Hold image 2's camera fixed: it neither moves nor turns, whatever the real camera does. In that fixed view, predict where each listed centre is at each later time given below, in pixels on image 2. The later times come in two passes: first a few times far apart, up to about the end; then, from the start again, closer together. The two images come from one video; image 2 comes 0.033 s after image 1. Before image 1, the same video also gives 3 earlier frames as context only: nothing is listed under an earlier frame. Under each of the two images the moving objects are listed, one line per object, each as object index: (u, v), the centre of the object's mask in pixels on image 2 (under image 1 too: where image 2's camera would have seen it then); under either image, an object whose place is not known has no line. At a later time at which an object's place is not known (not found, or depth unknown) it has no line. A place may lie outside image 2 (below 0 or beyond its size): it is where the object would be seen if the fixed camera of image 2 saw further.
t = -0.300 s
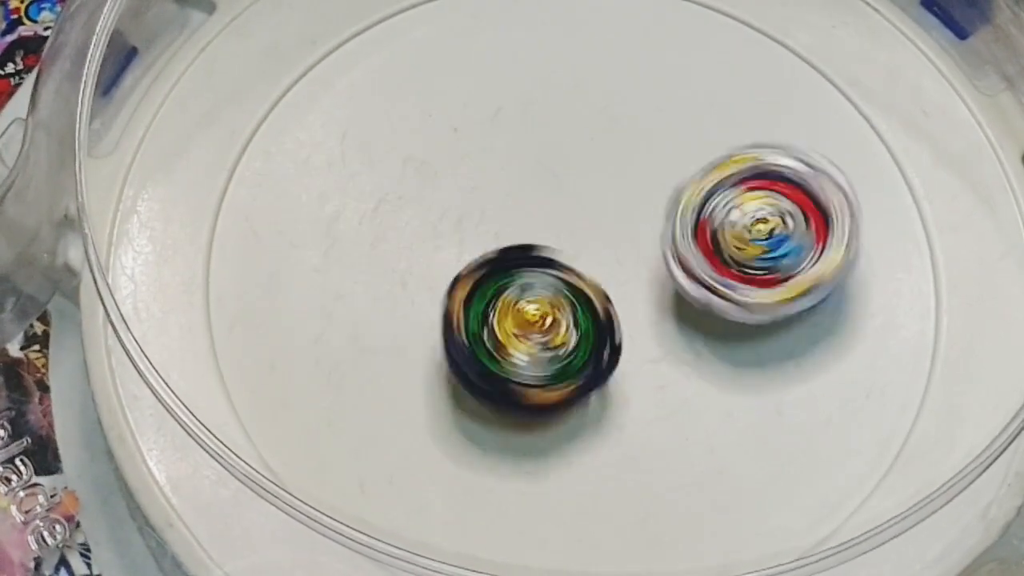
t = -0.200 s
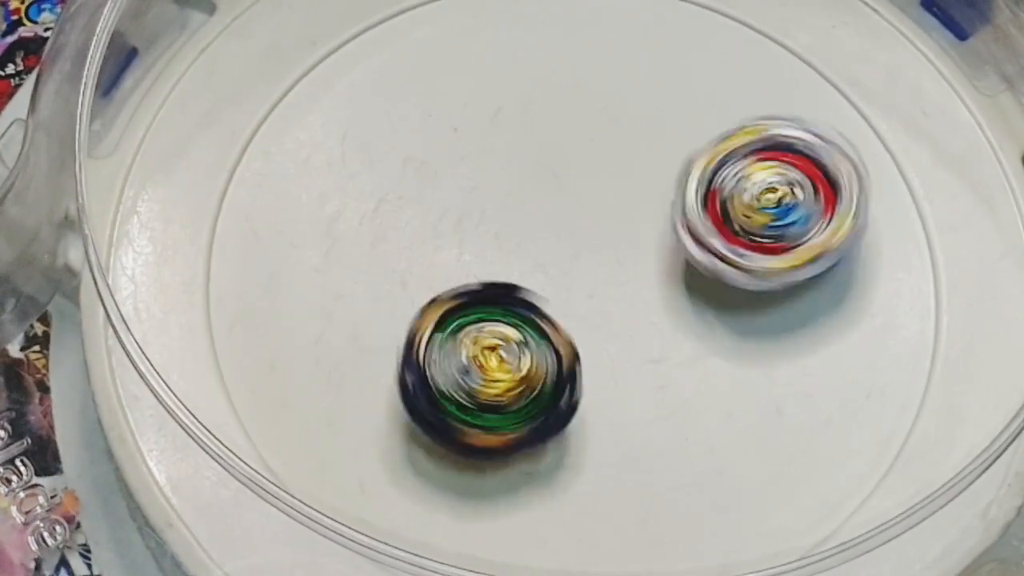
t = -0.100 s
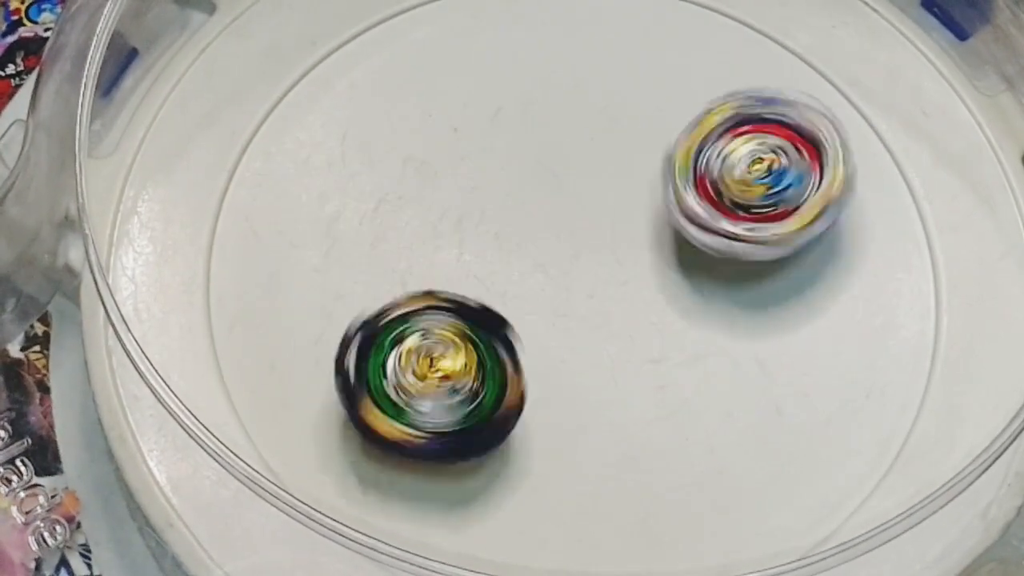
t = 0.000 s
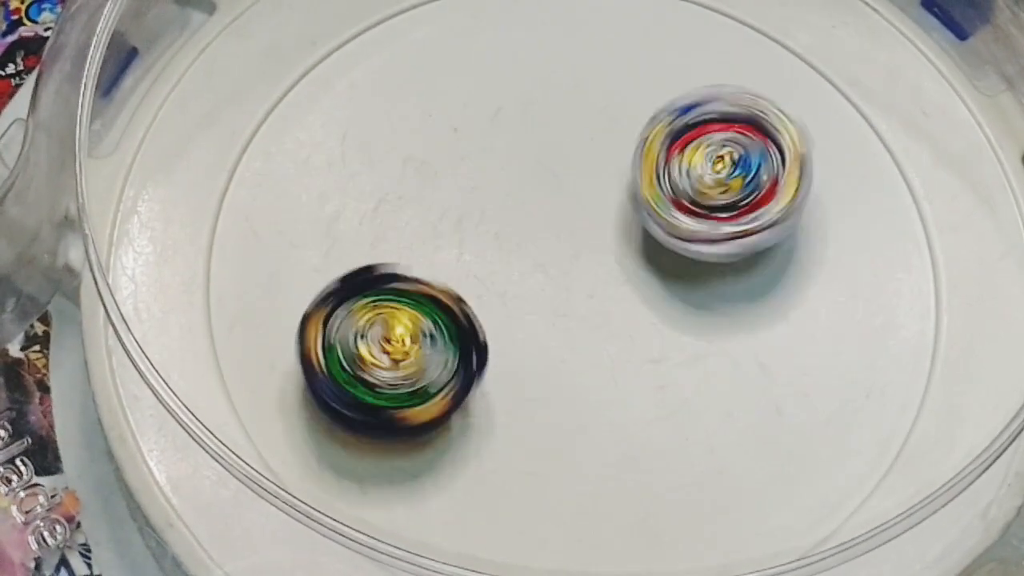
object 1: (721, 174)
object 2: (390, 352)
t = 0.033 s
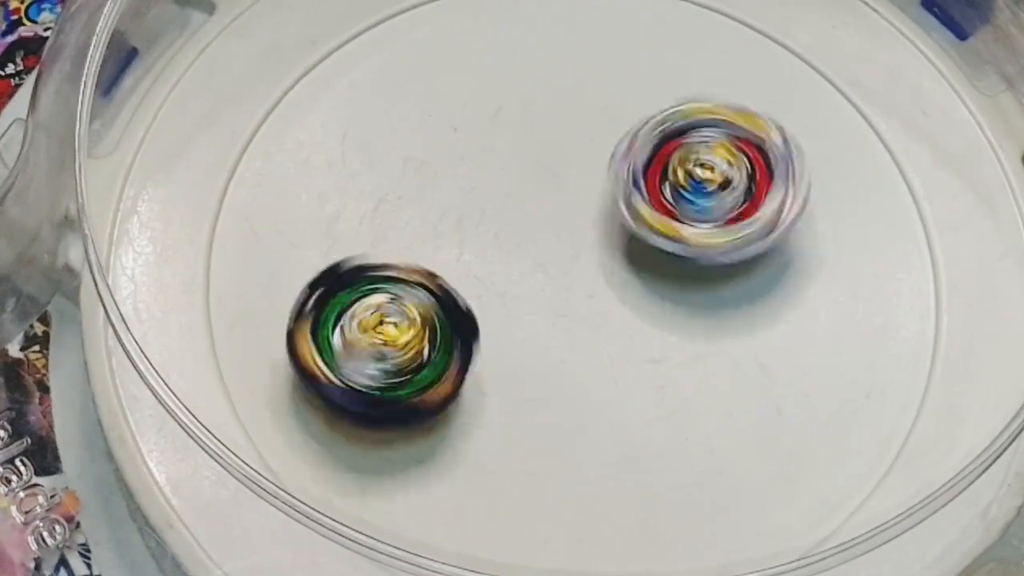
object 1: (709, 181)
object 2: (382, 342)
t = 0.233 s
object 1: (651, 311)
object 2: (419, 278)
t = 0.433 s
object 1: (714, 399)
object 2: (538, 277)
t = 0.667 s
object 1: (862, 290)
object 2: (585, 315)
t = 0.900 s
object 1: (588, 123)
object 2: (602, 355)
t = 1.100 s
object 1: (322, 300)
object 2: (592, 349)
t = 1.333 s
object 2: (582, 321)
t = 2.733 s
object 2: (576, 166)
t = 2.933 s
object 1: (278, 79)
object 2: (554, 237)
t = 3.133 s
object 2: (515, 212)
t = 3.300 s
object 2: (509, 194)
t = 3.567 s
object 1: (805, 41)
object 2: (526, 183)
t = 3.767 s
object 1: (476, 23)
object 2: (540, 204)
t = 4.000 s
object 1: (363, 323)
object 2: (533, 233)
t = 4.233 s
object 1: (785, 444)
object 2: (513, 252)
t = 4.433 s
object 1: (911, 156)
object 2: (517, 251)
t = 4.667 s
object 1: (574, 39)
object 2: (526, 266)
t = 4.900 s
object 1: (344, 284)
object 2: (554, 279)
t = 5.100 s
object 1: (549, 513)
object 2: (569, 292)
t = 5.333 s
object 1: (852, 329)
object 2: (575, 296)
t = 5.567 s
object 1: (606, 88)
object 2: (587, 288)
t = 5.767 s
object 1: (331, 177)
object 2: (600, 282)
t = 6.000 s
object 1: (439, 440)
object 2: (605, 273)
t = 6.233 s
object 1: (773, 336)
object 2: (611, 234)
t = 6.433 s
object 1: (732, 90)
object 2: (596, 213)
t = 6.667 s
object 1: (438, 81)
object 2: (580, 199)
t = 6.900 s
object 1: (472, 341)
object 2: (567, 200)
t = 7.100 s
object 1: (742, 316)
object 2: (554, 202)
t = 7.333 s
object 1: (661, 98)
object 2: (533, 222)
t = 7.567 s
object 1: (446, 109)
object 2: (507, 271)
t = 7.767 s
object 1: (375, 197)
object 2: (515, 348)
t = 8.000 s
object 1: (421, 220)
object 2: (569, 446)
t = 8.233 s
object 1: (538, 159)
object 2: (531, 448)
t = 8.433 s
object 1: (514, 75)
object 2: (554, 391)
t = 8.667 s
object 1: (503, 180)
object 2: (588, 336)
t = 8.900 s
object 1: (569, 124)
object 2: (654, 325)
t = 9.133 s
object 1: (553, 137)
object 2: (681, 273)
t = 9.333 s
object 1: (523, 178)
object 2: (724, 255)
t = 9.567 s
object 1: (550, 252)
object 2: (746, 220)
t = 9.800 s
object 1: (562, 334)
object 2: (741, 195)
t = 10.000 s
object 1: (611, 316)
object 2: (707, 163)
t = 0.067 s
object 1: (692, 194)
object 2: (377, 330)
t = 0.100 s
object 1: (677, 211)
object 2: (377, 316)
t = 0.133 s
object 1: (666, 230)
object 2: (383, 306)
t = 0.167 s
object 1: (660, 259)
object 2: (391, 296)
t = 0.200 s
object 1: (654, 285)
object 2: (402, 285)
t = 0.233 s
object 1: (651, 311)
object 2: (419, 278)
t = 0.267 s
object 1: (656, 334)
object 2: (435, 273)
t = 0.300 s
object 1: (663, 361)
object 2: (453, 270)
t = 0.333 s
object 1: (671, 378)
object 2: (474, 268)
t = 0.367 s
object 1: (680, 392)
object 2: (495, 270)
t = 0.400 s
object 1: (697, 396)
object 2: (515, 272)
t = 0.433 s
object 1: (714, 399)
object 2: (538, 277)
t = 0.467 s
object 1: (726, 395)
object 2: (558, 286)
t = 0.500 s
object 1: (744, 389)
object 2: (574, 294)
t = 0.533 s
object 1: (779, 383)
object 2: (574, 295)
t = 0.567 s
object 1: (817, 369)
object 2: (573, 301)
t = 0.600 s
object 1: (843, 351)
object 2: (576, 304)
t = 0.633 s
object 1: (855, 324)
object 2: (581, 309)
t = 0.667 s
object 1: (862, 290)
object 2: (585, 315)
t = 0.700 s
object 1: (853, 255)
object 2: (593, 322)
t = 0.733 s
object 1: (833, 216)
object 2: (595, 332)
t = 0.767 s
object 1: (806, 183)
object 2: (600, 336)
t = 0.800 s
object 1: (762, 159)
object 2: (603, 343)
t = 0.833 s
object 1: (708, 138)
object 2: (604, 348)
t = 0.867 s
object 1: (651, 126)
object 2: (605, 352)
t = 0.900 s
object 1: (588, 123)
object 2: (602, 355)
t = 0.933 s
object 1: (525, 129)
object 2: (605, 355)
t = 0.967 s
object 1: (470, 143)
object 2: (601, 360)
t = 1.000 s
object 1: (421, 168)
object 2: (599, 357)
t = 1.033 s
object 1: (379, 204)
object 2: (598, 355)
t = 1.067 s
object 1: (344, 249)
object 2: (594, 353)
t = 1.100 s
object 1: (322, 300)
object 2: (592, 349)
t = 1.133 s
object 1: (314, 348)
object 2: (587, 346)
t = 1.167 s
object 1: (324, 400)
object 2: (588, 345)
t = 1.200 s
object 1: (353, 445)
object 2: (584, 339)
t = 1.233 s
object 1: (393, 479)
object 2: (583, 336)
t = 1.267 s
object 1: (445, 506)
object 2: (581, 330)
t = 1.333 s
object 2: (582, 321)
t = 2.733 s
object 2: (576, 166)
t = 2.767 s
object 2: (574, 193)
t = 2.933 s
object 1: (278, 79)
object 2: (554, 237)
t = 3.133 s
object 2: (515, 212)
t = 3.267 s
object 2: (507, 199)
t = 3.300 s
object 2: (509, 194)
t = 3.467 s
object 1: (874, 170)
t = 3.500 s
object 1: (861, 112)
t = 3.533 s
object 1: (836, 70)
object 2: (524, 181)
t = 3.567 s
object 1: (805, 41)
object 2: (526, 183)
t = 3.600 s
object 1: (748, 32)
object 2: (530, 185)
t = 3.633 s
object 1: (704, 19)
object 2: (533, 188)
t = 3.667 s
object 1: (639, 16)
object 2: (536, 194)
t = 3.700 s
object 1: (590, 13)
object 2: (540, 197)
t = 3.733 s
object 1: (525, 18)
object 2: (541, 201)
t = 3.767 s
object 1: (476, 23)
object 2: (540, 204)
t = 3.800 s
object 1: (418, 39)
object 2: (540, 210)
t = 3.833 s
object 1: (380, 58)
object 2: (539, 213)
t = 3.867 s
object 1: (351, 97)
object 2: (537, 217)
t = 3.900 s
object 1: (334, 149)
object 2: (538, 222)
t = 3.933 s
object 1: (327, 207)
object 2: (538, 224)
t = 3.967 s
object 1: (340, 266)
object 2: (535, 229)
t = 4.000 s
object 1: (363, 323)
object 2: (533, 233)
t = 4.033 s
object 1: (404, 369)
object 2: (529, 235)
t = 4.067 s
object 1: (452, 412)
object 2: (526, 241)
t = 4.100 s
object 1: (516, 445)
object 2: (523, 246)
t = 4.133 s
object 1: (585, 467)
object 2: (519, 249)
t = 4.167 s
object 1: (651, 473)
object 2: (517, 250)
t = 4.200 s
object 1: (721, 467)
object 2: (515, 250)
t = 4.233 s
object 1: (785, 444)
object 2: (513, 252)
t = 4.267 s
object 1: (838, 406)
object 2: (515, 251)
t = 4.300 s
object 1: (880, 364)
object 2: (514, 249)
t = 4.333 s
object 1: (911, 314)
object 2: (513, 250)
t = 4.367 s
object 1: (925, 258)
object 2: (516, 252)
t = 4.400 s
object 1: (925, 206)
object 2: (516, 251)
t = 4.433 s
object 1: (911, 156)
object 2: (517, 251)
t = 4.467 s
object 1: (888, 106)
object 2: (518, 253)
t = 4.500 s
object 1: (846, 73)
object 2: (518, 255)
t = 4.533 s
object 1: (800, 54)
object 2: (520, 259)
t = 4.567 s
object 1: (748, 39)
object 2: (522, 259)
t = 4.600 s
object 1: (687, 38)
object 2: (523, 261)
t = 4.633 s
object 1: (626, 37)
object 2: (524, 265)
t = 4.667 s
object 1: (574, 39)
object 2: (526, 266)
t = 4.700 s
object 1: (519, 53)
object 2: (527, 269)
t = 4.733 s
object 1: (474, 69)
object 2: (530, 271)
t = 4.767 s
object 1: (435, 98)
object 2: (532, 272)
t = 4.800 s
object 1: (399, 142)
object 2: (534, 273)
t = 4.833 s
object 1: (375, 188)
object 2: (538, 277)
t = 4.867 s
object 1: (356, 231)
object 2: (547, 277)
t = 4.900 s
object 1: (344, 284)
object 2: (554, 279)
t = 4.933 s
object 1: (346, 337)
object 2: (560, 282)
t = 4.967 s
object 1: (361, 385)
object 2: (564, 283)
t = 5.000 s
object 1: (389, 436)
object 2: (564, 285)
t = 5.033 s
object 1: (435, 471)
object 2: (566, 288)
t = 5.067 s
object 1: (488, 495)
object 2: (568, 290)
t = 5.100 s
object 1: (549, 513)
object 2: (569, 292)
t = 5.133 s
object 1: (611, 517)
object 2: (570, 295)
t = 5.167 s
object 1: (674, 511)
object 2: (572, 295)
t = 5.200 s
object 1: (736, 498)
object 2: (572, 295)
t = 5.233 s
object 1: (789, 472)
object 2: (572, 296)
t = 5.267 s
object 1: (828, 435)
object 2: (573, 297)
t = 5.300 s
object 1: (853, 384)
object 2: (573, 296)
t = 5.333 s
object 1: (852, 329)
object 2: (575, 296)
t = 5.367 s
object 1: (846, 278)
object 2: (577, 295)
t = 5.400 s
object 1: (824, 227)
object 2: (578, 294)
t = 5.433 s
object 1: (792, 190)
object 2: (580, 294)
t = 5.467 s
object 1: (753, 154)
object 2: (581, 292)
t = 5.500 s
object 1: (704, 124)
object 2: (583, 290)
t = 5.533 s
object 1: (657, 104)
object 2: (585, 289)
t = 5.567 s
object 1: (606, 88)
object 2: (587, 288)
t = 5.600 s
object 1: (552, 85)
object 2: (588, 287)
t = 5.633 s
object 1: (503, 88)
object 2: (589, 287)
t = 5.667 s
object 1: (451, 98)
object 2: (592, 286)
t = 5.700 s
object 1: (408, 119)
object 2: (593, 284)
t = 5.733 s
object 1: (364, 142)
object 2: (595, 284)
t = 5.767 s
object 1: (331, 177)
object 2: (600, 282)
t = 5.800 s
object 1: (308, 215)
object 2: (599, 282)
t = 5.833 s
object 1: (295, 259)
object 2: (601, 282)
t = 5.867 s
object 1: (300, 304)
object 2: (603, 281)
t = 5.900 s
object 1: (313, 346)
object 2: (604, 277)
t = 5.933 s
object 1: (345, 386)
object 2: (604, 277)
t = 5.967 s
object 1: (386, 416)
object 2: (606, 276)
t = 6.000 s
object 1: (439, 440)
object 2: (605, 273)
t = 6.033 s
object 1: (496, 447)
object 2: (606, 271)
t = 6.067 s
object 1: (554, 451)
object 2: (609, 269)
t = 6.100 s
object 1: (608, 433)
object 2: (610, 266)
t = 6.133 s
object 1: (662, 427)
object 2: (607, 252)
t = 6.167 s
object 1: (712, 406)
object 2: (607, 243)
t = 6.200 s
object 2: (610, 238)
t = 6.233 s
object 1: (773, 336)
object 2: (611, 234)
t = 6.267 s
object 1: (787, 291)
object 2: (606, 231)
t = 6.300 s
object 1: (802, 251)
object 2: (601, 223)
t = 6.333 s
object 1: (798, 206)
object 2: (600, 218)
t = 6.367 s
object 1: (783, 166)
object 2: (602, 212)
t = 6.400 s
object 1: (761, 125)
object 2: (601, 213)
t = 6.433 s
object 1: (732, 90)
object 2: (596, 213)
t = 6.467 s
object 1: (697, 65)
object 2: (592, 207)
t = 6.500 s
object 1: (650, 56)
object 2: (588, 203)
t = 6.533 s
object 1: (607, 52)
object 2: (586, 198)
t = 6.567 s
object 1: (554, 52)
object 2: (586, 200)
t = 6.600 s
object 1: (513, 55)
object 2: (587, 204)
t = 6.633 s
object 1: (470, 63)
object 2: (584, 200)
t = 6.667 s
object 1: (438, 81)
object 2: (580, 199)
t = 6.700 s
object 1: (410, 112)
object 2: (578, 198)
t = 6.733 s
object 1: (393, 153)
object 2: (577, 200)
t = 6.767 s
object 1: (386, 193)
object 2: (575, 201)
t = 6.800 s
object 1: (389, 239)
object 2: (572, 198)
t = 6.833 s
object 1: (407, 278)
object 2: (570, 197)
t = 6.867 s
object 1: (433, 316)
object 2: (568, 199)
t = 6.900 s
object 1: (472, 341)
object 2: (567, 200)
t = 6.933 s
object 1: (516, 367)
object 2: (564, 199)
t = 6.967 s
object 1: (569, 375)
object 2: (561, 197)
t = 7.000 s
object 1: (619, 381)
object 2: (559, 201)
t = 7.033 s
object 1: (669, 368)
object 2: (557, 205)
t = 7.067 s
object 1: (709, 351)
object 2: (555, 204)
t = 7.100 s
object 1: (742, 316)
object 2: (554, 202)
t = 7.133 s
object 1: (762, 284)
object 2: (551, 205)
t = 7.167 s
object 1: (772, 242)
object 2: (548, 209)
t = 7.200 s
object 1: (767, 207)
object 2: (545, 211)
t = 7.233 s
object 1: (753, 169)
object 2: (545, 211)
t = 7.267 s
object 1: (727, 141)
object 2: (544, 213)
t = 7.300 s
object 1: (694, 115)
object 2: (539, 216)
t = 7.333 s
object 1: (661, 98)
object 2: (533, 222)
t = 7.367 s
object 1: (628, 76)
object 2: (530, 232)
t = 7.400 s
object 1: (596, 73)
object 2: (526, 239)
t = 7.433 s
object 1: (560, 74)
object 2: (521, 240)
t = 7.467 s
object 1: (528, 81)
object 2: (518, 247)
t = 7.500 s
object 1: (492, 83)
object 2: (513, 258)
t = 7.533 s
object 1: (469, 97)
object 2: (507, 263)
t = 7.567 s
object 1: (446, 109)
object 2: (507, 271)
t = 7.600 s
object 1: (427, 112)
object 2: (516, 297)
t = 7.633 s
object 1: (405, 118)
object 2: (524, 316)
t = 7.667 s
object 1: (392, 134)
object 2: (530, 330)
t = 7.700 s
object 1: (379, 151)
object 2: (530, 338)
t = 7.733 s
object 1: (376, 174)
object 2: (522, 341)
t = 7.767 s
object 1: (375, 197)
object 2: (515, 348)
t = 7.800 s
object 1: (385, 216)
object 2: (510, 361)
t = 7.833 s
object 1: (377, 213)
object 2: (533, 390)
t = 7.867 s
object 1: (381, 215)
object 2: (552, 412)
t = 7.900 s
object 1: (383, 220)
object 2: (564, 428)
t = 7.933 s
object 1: (394, 220)
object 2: (571, 436)
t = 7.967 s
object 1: (404, 224)
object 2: (572, 442)
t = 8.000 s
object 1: (421, 220)
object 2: (569, 446)
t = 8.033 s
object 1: (439, 223)
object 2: (566, 452)
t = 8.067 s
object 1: (457, 218)
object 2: (558, 456)
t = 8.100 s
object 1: (480, 213)
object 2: (550, 459)
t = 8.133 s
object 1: (495, 203)
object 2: (543, 461)
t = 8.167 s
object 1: (514, 190)
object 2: (534, 459)
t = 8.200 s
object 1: (525, 177)
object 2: (531, 455)
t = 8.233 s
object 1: (538, 159)
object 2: (531, 448)
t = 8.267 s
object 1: (546, 145)
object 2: (533, 440)
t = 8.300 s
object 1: (548, 126)
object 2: (535, 432)
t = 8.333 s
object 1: (548, 110)
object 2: (539, 421)
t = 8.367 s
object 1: (539, 93)
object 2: (544, 411)
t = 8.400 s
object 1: (533, 79)
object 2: (548, 402)
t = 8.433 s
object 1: (514, 75)
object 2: (554, 391)
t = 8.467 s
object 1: (498, 73)
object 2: (558, 381)
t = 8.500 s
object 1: (482, 81)
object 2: (564, 373)
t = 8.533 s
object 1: (469, 94)
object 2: (568, 364)
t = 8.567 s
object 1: (469, 114)
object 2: (575, 358)
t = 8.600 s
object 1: (472, 139)
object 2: (579, 350)
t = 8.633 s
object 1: (485, 158)
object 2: (585, 341)
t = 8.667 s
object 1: (503, 180)
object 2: (588, 336)
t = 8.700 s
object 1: (515, 180)
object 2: (600, 344)
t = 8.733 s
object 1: (532, 169)
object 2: (614, 352)
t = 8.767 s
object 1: (542, 162)
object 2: (627, 350)
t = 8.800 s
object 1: (550, 151)
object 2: (635, 344)
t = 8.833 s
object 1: (561, 143)
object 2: (642, 338)
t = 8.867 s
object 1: (565, 134)
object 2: (647, 331)
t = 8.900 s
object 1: (569, 124)
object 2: (654, 325)
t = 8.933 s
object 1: (568, 119)
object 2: (658, 318)
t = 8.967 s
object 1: (564, 113)
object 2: (665, 311)
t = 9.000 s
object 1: (565, 109)
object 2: (668, 303)
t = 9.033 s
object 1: (559, 113)
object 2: (674, 296)
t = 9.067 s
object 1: (552, 116)
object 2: (675, 289)
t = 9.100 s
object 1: (554, 124)
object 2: (680, 280)
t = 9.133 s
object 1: (553, 137)
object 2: (681, 273)
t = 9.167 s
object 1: (551, 145)
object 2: (688, 267)
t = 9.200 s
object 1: (544, 144)
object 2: (706, 273)
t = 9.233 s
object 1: (532, 147)
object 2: (718, 270)
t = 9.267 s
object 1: (523, 154)
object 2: (720, 265)
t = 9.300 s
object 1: (524, 163)
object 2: (724, 260)
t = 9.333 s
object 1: (523, 178)
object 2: (724, 255)
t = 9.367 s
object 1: (525, 191)
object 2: (726, 250)
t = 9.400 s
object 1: (536, 203)
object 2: (723, 245)
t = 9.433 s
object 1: (538, 215)
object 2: (730, 240)
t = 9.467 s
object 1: (535, 224)
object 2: (736, 235)
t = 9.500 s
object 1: (541, 230)
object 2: (739, 230)
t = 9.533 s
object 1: (548, 243)
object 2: (738, 227)
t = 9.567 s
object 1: (550, 252)
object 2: (746, 220)
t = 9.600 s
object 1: (538, 263)
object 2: (753, 211)
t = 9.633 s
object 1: (535, 277)
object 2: (754, 210)
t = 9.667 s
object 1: (531, 293)
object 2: (755, 205)
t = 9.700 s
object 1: (530, 306)
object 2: (751, 202)
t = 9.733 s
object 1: (539, 315)
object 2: (750, 200)
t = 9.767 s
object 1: (549, 327)
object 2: (744, 197)
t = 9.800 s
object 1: (562, 334)
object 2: (741, 195)
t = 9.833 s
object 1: (576, 333)
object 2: (735, 191)
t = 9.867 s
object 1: (598, 331)
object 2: (729, 191)
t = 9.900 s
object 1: (612, 323)
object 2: (724, 187)
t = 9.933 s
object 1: (612, 321)
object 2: (721, 177)
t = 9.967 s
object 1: (611, 316)
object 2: (715, 167)
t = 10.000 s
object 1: (611, 316)
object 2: (707, 163)
